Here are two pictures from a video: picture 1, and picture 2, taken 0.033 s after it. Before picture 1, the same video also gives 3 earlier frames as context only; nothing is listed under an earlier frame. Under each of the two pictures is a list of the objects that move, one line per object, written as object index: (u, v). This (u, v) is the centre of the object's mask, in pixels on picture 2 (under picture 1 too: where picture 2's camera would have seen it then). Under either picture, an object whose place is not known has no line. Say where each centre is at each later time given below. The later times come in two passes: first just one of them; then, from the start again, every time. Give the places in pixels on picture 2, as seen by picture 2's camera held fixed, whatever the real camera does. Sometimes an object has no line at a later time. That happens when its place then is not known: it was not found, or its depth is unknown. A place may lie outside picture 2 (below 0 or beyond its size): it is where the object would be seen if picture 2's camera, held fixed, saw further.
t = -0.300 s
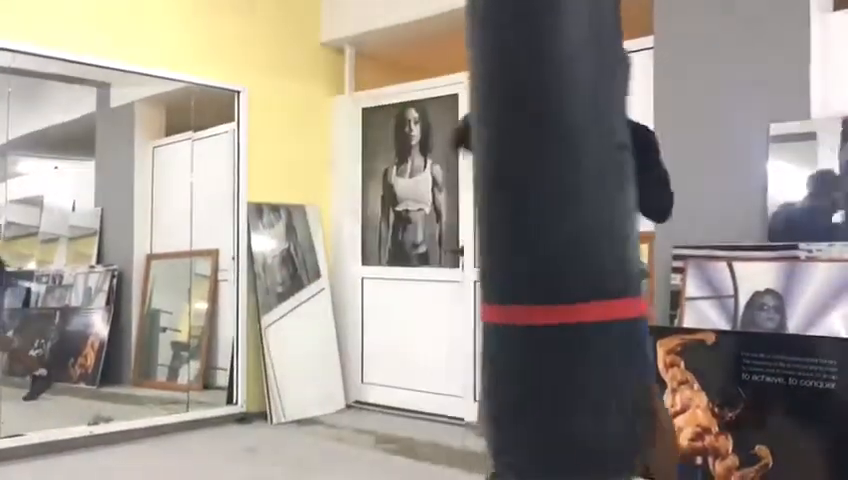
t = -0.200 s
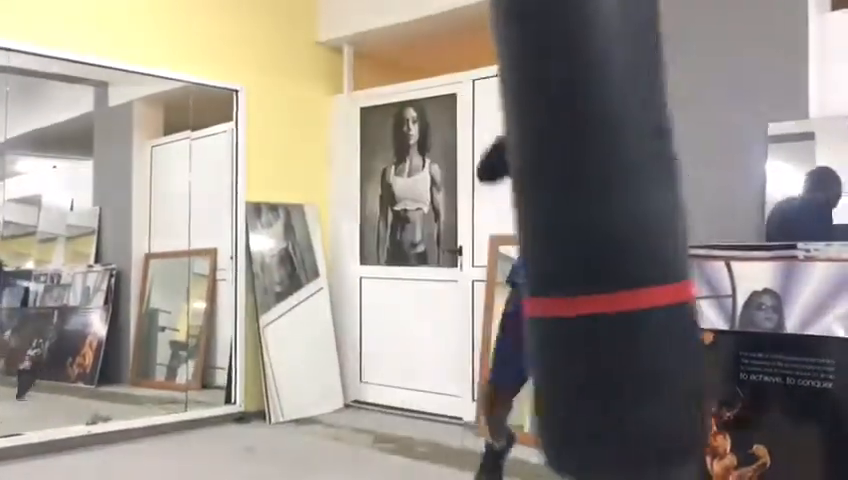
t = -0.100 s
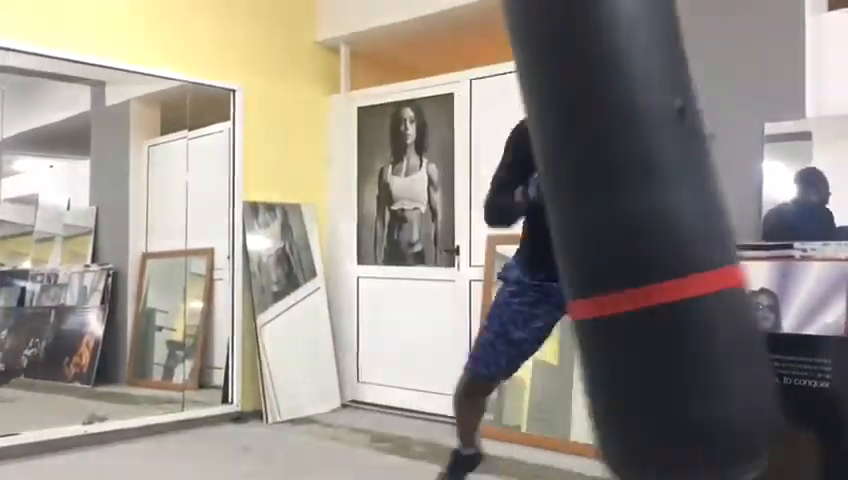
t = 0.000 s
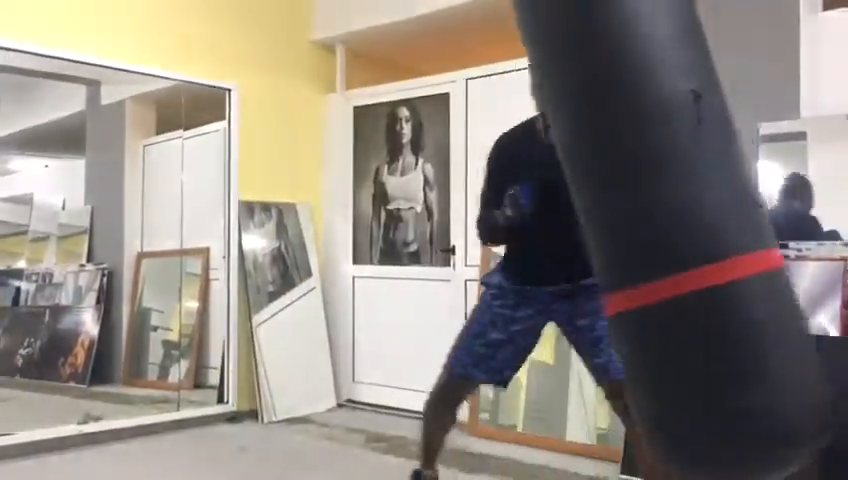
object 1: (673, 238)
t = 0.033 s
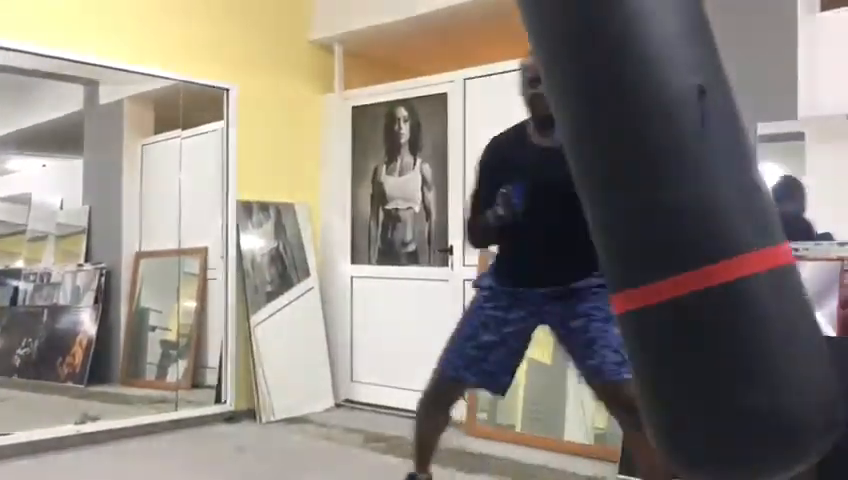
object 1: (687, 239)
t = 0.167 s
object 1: (715, 228)
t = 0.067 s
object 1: (696, 238)
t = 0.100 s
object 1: (704, 234)
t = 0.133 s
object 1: (711, 231)
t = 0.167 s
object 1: (715, 228)
